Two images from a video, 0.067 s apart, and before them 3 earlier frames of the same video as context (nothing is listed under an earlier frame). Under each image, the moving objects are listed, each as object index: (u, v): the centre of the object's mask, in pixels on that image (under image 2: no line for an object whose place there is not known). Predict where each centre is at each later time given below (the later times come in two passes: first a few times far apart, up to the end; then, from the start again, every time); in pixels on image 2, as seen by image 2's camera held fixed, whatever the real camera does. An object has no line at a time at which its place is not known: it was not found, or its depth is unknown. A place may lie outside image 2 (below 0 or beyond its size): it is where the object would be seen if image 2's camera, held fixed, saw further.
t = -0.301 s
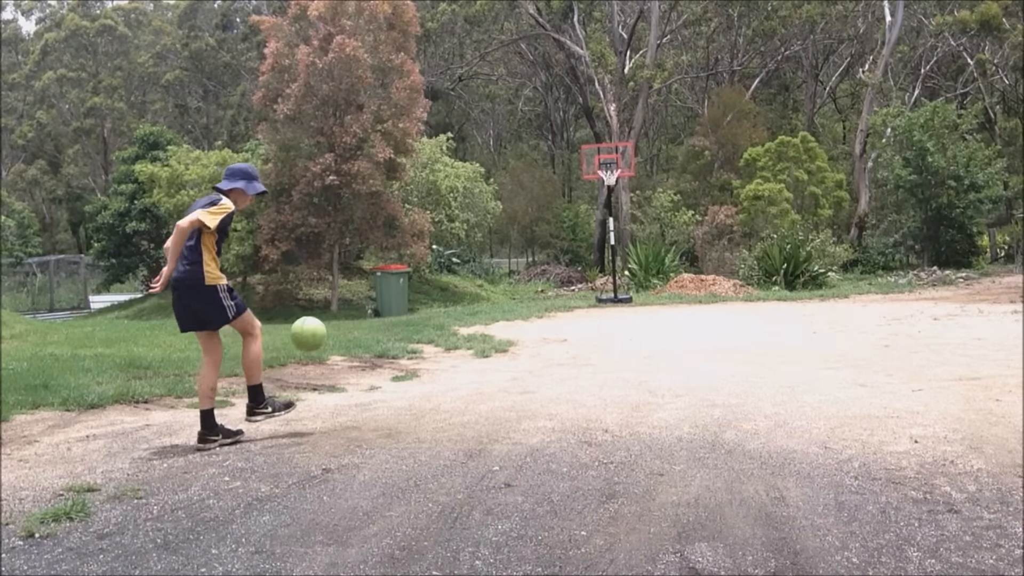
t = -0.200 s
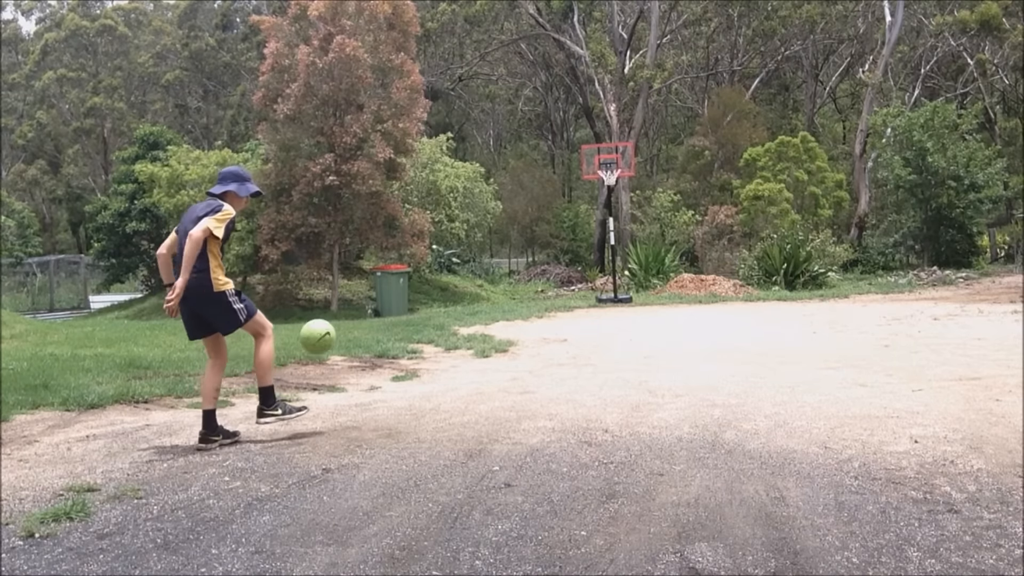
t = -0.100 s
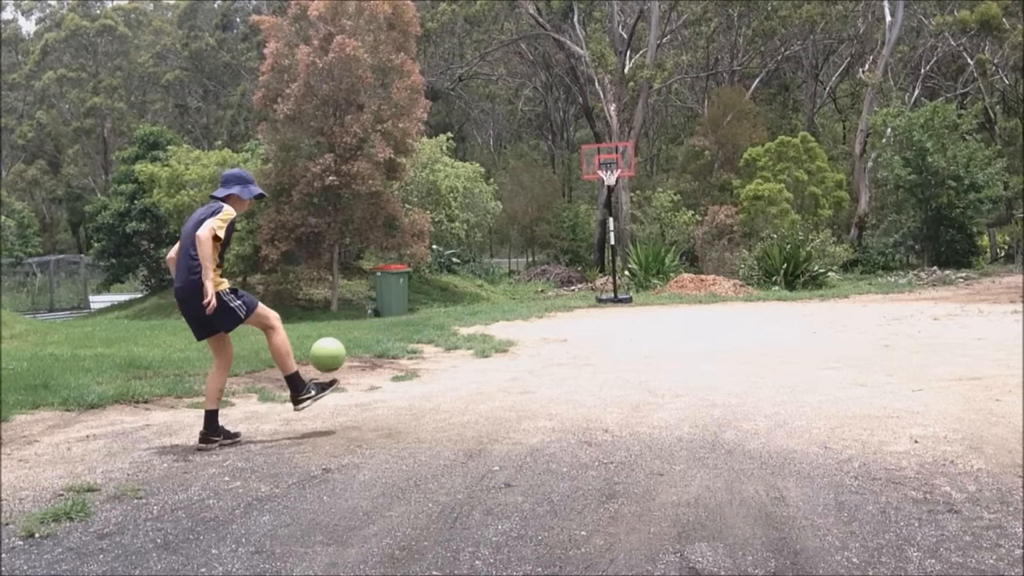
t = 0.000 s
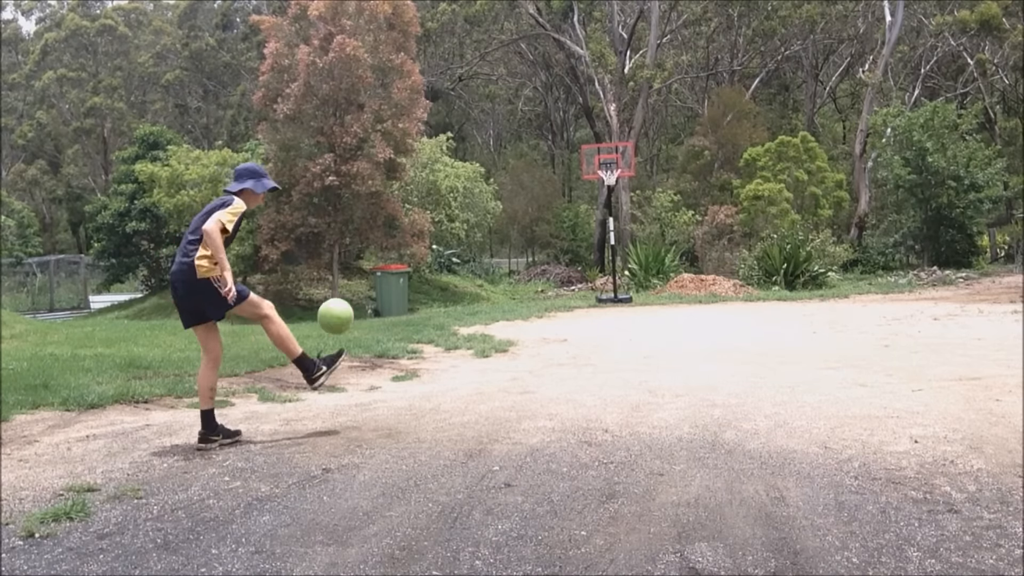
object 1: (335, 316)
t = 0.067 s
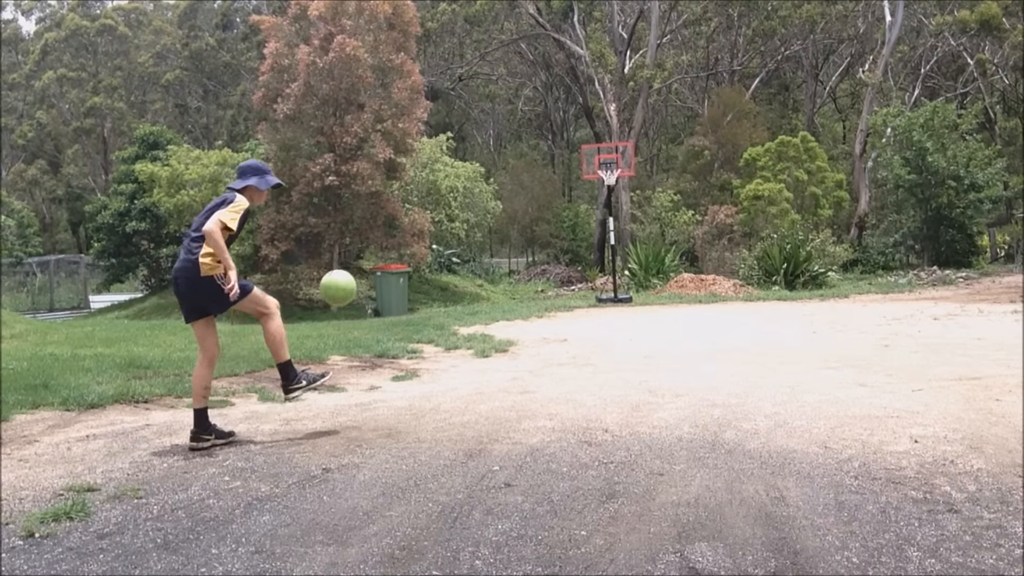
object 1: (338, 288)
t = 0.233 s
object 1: (345, 248)
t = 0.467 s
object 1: (356, 269)
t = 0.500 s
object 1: (358, 278)
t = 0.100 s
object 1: (339, 275)
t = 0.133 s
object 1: (340, 266)
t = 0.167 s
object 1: (342, 259)
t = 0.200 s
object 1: (343, 253)
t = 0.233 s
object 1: (345, 248)
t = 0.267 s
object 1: (347, 246)
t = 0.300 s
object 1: (348, 246)
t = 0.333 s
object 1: (350, 247)
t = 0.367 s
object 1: (351, 250)
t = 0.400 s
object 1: (353, 254)
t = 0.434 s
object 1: (355, 261)
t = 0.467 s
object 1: (356, 269)
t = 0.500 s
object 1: (358, 278)
